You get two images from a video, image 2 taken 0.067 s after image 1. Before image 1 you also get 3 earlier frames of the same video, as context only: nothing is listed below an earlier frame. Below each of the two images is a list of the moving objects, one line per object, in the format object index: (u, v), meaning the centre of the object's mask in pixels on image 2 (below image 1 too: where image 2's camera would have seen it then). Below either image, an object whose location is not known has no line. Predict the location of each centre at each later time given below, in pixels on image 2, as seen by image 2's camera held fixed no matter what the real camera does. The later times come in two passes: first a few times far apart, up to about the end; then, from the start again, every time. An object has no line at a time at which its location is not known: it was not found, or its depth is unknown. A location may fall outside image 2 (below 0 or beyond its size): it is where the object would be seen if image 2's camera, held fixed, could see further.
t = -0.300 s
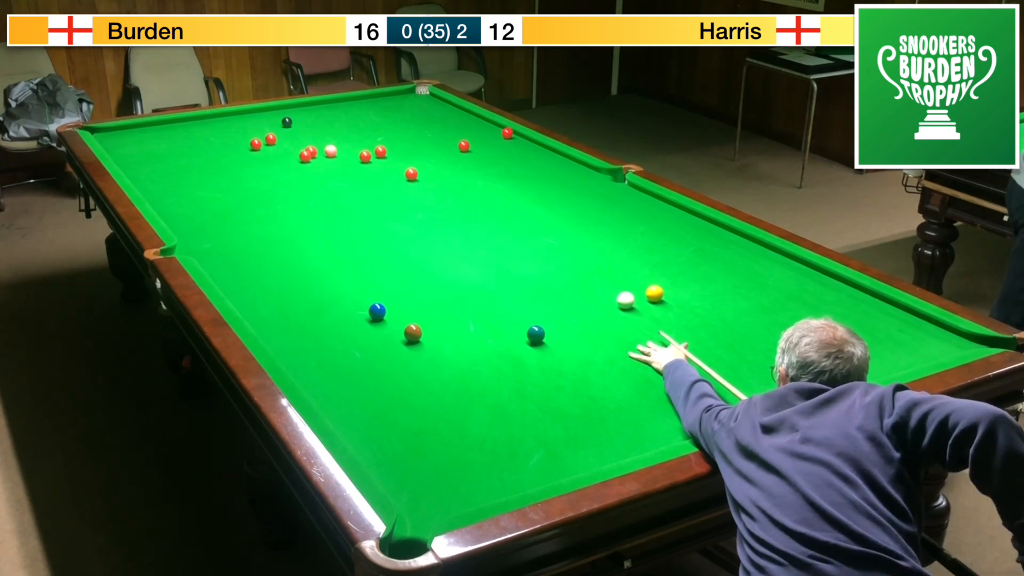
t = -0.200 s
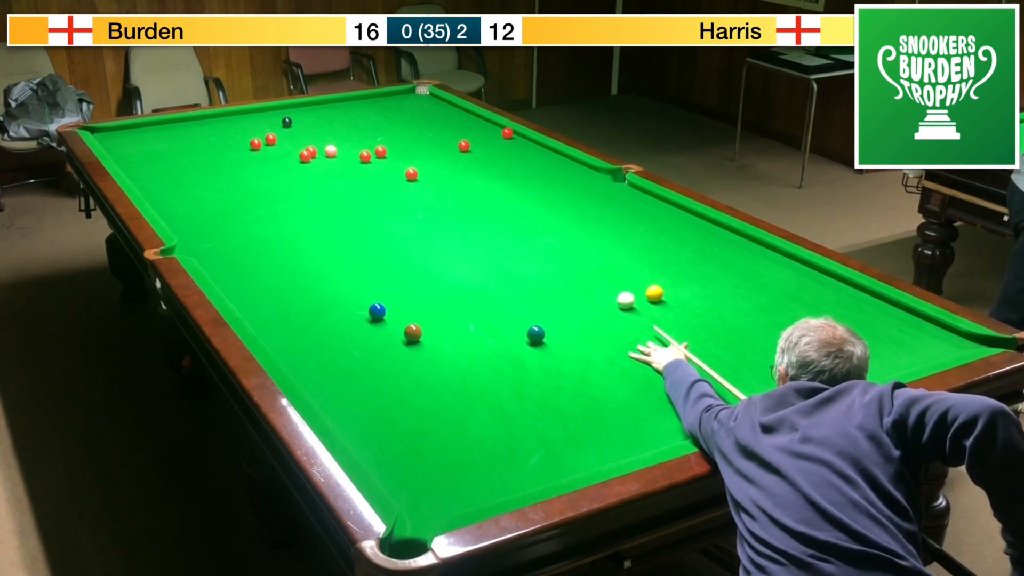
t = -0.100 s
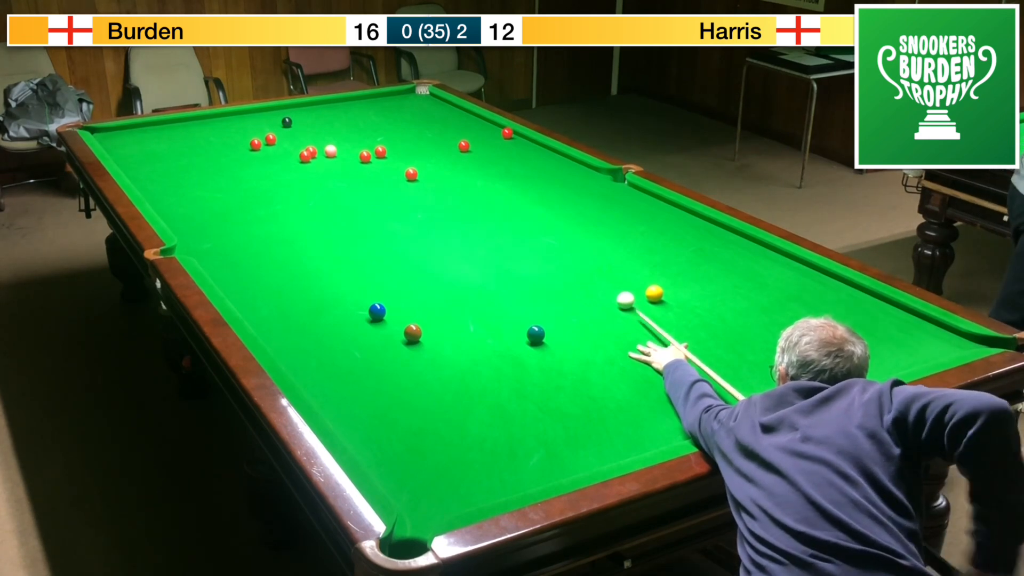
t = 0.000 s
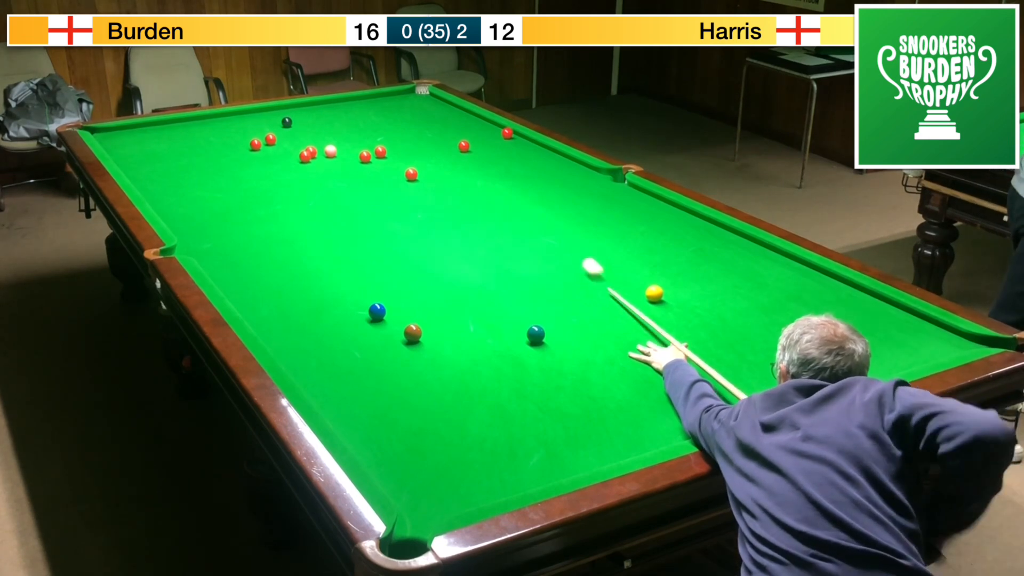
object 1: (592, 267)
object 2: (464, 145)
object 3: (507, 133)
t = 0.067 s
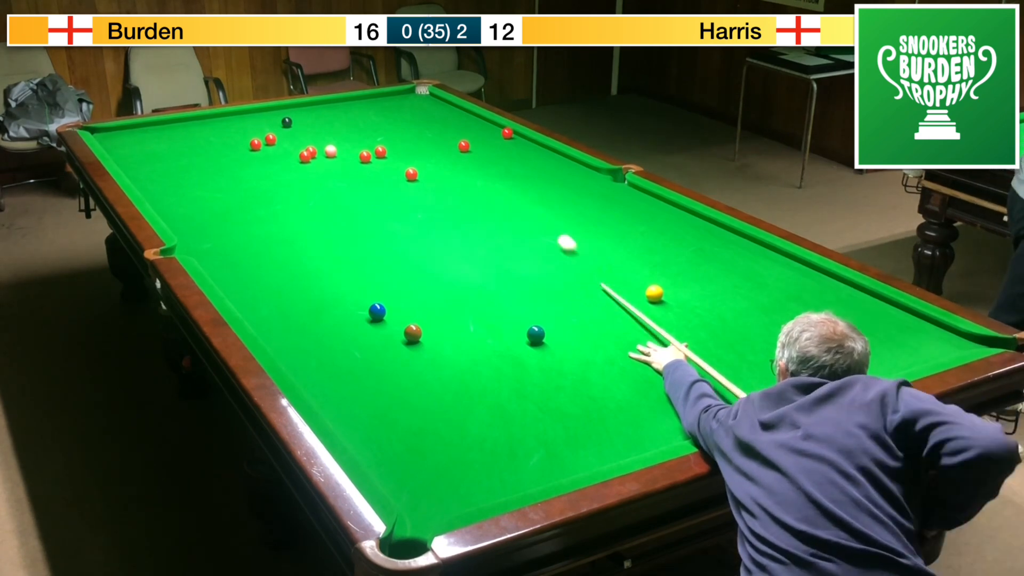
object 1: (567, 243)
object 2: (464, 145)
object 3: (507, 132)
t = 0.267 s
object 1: (510, 189)
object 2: (464, 145)
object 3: (507, 133)
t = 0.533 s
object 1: (467, 149)
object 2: (457, 139)
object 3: (507, 132)
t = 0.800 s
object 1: (461, 141)
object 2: (426, 112)
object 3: (507, 132)
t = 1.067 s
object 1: (452, 131)
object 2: (405, 93)
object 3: (507, 132)
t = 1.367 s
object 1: (443, 122)
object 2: (438, 102)
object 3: (507, 132)
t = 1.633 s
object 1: (435, 114)
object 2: (468, 112)
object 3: (507, 132)
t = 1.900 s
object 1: (428, 107)
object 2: (487, 124)
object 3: (507, 132)
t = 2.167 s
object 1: (422, 101)
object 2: (495, 134)
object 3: (519, 136)
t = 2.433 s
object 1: (415, 96)
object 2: (489, 140)
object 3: (527, 141)
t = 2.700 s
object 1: (410, 91)
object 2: (483, 145)
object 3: (535, 146)
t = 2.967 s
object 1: (420, 91)
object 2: (477, 151)
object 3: (541, 152)
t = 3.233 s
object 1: (424, 93)
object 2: (472, 156)
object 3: (548, 157)
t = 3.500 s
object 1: (424, 94)
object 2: (467, 160)
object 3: (553, 161)
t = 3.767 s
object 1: (424, 95)
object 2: (462, 164)
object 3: (558, 165)
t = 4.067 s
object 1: (422, 96)
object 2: (457, 169)
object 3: (562, 169)
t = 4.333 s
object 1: (422, 97)
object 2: (452, 172)
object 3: (565, 172)
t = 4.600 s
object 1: (422, 97)
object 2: (449, 175)
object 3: (567, 174)
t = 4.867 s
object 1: (422, 97)
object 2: (446, 177)
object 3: (568, 175)
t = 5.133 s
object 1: (422, 97)
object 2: (443, 178)
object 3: (568, 176)
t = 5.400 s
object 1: (422, 97)
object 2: (442, 179)
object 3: (569, 176)
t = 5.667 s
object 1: (422, 97)
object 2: (441, 180)
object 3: (569, 176)
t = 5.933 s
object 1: (422, 97)
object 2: (442, 178)
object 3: (569, 176)
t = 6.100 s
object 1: (422, 97)
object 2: (441, 180)
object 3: (569, 176)
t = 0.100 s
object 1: (556, 232)
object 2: (464, 145)
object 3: (507, 132)
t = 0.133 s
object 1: (545, 222)
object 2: (464, 145)
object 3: (507, 133)
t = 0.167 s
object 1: (535, 213)
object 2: (464, 145)
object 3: (507, 133)
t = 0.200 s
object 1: (526, 204)
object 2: (464, 145)
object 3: (507, 133)
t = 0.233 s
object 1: (517, 196)
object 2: (464, 145)
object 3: (507, 133)
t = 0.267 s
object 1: (510, 189)
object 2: (464, 145)
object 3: (507, 133)
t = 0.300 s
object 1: (502, 182)
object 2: (464, 145)
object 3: (507, 133)
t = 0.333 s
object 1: (495, 175)
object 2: (464, 145)
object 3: (507, 133)
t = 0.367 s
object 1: (488, 168)
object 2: (464, 145)
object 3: (507, 132)
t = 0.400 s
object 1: (482, 163)
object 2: (464, 145)
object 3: (507, 132)
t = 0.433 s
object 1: (476, 157)
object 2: (464, 145)
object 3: (507, 132)
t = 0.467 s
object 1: (471, 152)
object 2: (463, 144)
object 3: (507, 132)
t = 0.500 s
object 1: (467, 149)
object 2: (461, 142)
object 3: (507, 132)
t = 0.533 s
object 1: (467, 149)
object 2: (457, 139)
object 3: (507, 132)
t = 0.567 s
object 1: (467, 148)
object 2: (452, 135)
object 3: (507, 132)
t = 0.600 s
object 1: (467, 148)
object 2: (448, 131)
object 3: (507, 132)
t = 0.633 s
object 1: (466, 147)
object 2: (444, 127)
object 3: (507, 132)
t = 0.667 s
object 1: (466, 146)
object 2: (440, 124)
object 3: (507, 132)
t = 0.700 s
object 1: (465, 145)
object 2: (436, 120)
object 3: (507, 132)
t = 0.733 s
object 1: (464, 144)
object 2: (432, 117)
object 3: (507, 132)
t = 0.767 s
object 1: (462, 143)
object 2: (429, 114)
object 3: (507, 132)
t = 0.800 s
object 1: (461, 141)
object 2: (426, 112)
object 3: (507, 132)
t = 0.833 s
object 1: (460, 140)
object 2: (423, 109)
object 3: (507, 133)
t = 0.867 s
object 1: (459, 139)
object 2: (420, 107)
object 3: (507, 132)
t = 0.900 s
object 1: (458, 137)
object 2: (418, 104)
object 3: (507, 132)
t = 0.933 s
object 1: (457, 136)
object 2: (415, 102)
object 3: (507, 132)
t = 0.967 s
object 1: (456, 135)
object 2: (412, 100)
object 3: (507, 133)
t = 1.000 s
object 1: (454, 134)
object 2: (410, 97)
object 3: (507, 132)
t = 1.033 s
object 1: (453, 133)
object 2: (407, 95)
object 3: (507, 133)
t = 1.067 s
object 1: (452, 131)
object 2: (405, 93)
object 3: (507, 132)
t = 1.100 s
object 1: (451, 130)
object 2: (404, 91)
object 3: (507, 132)
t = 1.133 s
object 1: (450, 129)
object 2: (408, 93)
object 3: (507, 132)
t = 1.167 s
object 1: (449, 128)
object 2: (413, 94)
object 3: (507, 132)
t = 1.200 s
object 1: (448, 127)
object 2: (417, 95)
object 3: (507, 132)
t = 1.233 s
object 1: (447, 126)
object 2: (421, 97)
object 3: (507, 132)
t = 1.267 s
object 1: (446, 125)
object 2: (425, 98)
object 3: (507, 132)
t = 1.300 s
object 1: (445, 124)
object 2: (429, 99)
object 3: (507, 132)
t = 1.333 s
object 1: (444, 123)
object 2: (433, 101)
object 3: (507, 132)
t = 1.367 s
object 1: (443, 122)
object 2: (438, 102)
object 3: (507, 132)
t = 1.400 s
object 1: (442, 121)
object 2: (442, 103)
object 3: (507, 132)
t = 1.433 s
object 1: (441, 120)
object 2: (446, 104)
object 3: (507, 132)
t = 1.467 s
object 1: (440, 119)
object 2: (450, 106)
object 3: (507, 132)
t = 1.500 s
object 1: (439, 118)
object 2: (454, 107)
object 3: (507, 132)
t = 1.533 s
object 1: (438, 117)
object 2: (459, 108)
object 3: (507, 132)
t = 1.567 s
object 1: (437, 116)
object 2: (463, 110)
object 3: (507, 133)
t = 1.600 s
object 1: (436, 115)
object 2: (466, 111)
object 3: (507, 132)
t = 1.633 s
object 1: (435, 114)
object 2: (468, 112)
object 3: (507, 132)
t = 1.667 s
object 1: (434, 113)
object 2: (470, 114)
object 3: (507, 132)
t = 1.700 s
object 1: (434, 112)
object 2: (472, 115)
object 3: (507, 132)
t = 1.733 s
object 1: (433, 112)
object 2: (475, 116)
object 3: (507, 132)
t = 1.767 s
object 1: (432, 110)
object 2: (477, 118)
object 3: (507, 132)
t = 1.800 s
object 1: (431, 110)
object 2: (480, 119)
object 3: (507, 132)
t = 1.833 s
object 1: (430, 109)
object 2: (482, 121)
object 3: (507, 132)
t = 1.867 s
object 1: (429, 108)
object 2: (485, 122)
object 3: (507, 132)
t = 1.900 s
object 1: (428, 107)
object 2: (487, 124)
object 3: (507, 132)
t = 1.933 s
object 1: (428, 106)
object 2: (489, 125)
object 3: (507, 133)
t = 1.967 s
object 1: (427, 106)
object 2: (492, 127)
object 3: (507, 132)
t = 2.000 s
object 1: (426, 105)
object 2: (494, 128)
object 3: (507, 132)
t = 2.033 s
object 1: (425, 104)
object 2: (497, 130)
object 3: (507, 133)
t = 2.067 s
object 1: (424, 103)
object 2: (498, 131)
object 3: (509, 133)
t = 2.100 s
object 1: (423, 103)
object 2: (497, 132)
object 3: (513, 134)
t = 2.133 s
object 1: (423, 102)
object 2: (496, 133)
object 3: (516, 134)
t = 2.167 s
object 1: (422, 101)
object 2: (495, 134)
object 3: (519, 136)
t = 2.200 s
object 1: (421, 100)
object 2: (494, 134)
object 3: (521, 136)
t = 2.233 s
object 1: (420, 100)
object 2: (493, 135)
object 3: (522, 137)
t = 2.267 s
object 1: (419, 99)
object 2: (492, 136)
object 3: (523, 137)
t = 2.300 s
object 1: (419, 98)
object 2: (492, 136)
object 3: (524, 138)
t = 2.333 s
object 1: (418, 98)
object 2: (491, 137)
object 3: (524, 139)
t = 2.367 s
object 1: (417, 97)
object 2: (490, 138)
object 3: (526, 139)
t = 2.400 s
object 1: (416, 96)
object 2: (489, 139)
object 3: (526, 140)
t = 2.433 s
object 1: (415, 96)
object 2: (489, 140)
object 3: (527, 141)
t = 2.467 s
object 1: (415, 95)
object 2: (488, 140)
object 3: (528, 141)
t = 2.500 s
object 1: (414, 94)
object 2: (487, 141)
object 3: (529, 142)
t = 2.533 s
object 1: (414, 94)
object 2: (487, 142)
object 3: (530, 143)
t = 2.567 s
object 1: (413, 93)
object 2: (486, 142)
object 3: (531, 143)
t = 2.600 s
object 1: (412, 92)
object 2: (485, 143)
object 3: (532, 144)
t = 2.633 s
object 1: (411, 92)
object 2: (484, 144)
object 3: (533, 145)
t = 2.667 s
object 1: (411, 91)
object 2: (484, 144)
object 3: (534, 146)
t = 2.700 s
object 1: (410, 91)
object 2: (483, 145)
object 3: (535, 146)
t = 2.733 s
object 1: (410, 90)
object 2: (482, 146)
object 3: (535, 147)
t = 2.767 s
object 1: (411, 90)
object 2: (482, 146)
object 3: (536, 148)
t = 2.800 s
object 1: (413, 91)
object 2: (481, 147)
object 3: (537, 149)
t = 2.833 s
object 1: (414, 91)
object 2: (480, 148)
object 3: (538, 149)
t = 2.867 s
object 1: (416, 91)
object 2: (479, 149)
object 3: (539, 150)
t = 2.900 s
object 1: (417, 91)
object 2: (479, 149)
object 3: (540, 150)
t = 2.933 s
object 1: (418, 91)
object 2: (478, 150)
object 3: (540, 151)
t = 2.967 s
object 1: (420, 91)
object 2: (477, 151)
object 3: (541, 152)
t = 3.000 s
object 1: (421, 91)
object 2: (477, 151)
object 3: (542, 152)
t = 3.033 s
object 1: (422, 92)
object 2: (476, 152)
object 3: (543, 153)
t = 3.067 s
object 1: (424, 92)
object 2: (475, 153)
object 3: (544, 154)
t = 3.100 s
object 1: (425, 92)
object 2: (475, 153)
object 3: (545, 154)
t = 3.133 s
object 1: (425, 92)
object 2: (474, 154)
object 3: (545, 155)
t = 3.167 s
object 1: (425, 92)
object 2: (473, 155)
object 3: (546, 155)
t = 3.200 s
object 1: (425, 92)
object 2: (473, 155)
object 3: (547, 156)
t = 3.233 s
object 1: (424, 93)
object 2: (472, 156)
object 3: (548, 157)
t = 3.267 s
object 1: (424, 93)
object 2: (471, 156)
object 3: (548, 157)
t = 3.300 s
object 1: (424, 93)
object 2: (471, 157)
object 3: (549, 158)
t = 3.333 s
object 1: (424, 93)
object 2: (470, 158)
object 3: (550, 158)
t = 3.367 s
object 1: (424, 93)
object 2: (469, 158)
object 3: (551, 159)
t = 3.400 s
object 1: (424, 94)
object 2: (469, 159)
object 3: (551, 160)
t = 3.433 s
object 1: (424, 94)
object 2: (468, 159)
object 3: (552, 160)
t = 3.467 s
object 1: (424, 94)
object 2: (467, 160)
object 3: (552, 161)
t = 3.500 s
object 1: (424, 94)
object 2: (467, 160)
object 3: (553, 161)
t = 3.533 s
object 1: (424, 94)
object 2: (466, 161)
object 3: (554, 162)
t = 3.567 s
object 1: (424, 94)
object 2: (466, 161)
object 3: (554, 162)
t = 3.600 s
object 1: (424, 94)
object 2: (465, 162)
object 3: (555, 163)
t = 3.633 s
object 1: (424, 95)
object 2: (464, 162)
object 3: (556, 163)
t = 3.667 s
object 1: (424, 95)
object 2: (464, 163)
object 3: (556, 164)
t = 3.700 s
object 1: (424, 95)
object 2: (463, 163)
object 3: (557, 164)
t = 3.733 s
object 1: (424, 95)
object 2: (463, 163)
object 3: (557, 165)
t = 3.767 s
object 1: (424, 95)
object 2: (462, 164)
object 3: (558, 165)
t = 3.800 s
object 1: (423, 95)
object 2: (461, 165)
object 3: (558, 166)
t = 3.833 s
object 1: (423, 96)
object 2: (461, 165)
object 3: (559, 166)
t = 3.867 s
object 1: (423, 96)
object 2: (460, 165)
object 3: (560, 167)
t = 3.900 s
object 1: (423, 96)
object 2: (460, 166)
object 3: (560, 167)
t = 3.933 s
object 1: (423, 96)
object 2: (459, 167)
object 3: (561, 167)
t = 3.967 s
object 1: (423, 96)
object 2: (459, 167)
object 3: (561, 168)
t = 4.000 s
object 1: (423, 96)
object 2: (458, 168)
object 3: (561, 168)
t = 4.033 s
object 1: (423, 96)
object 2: (457, 168)
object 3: (562, 169)
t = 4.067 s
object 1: (422, 96)
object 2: (457, 169)
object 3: (562, 169)
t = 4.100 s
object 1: (422, 96)
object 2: (456, 169)
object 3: (563, 169)
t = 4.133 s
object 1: (422, 97)
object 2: (456, 170)
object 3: (563, 170)
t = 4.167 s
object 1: (422, 97)
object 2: (455, 170)
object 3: (563, 170)
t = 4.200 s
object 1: (422, 97)
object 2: (455, 170)
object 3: (564, 170)
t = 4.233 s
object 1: (422, 97)
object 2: (454, 171)
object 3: (564, 171)
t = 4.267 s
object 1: (422, 97)
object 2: (454, 171)
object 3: (564, 171)
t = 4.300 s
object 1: (422, 97)
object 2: (453, 172)
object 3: (565, 171)
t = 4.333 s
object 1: (422, 97)
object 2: (452, 172)
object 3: (565, 172)
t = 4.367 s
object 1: (422, 97)
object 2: (452, 172)
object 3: (565, 172)
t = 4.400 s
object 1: (422, 97)
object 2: (452, 173)
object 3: (565, 173)
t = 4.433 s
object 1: (422, 97)
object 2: (451, 173)
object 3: (566, 172)
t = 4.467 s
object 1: (422, 97)
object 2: (451, 173)
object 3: (566, 173)
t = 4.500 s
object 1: (422, 97)
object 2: (450, 174)
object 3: (566, 173)
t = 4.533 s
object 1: (422, 97)
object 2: (450, 174)
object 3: (566, 173)
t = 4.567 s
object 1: (422, 97)
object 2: (450, 174)
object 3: (566, 174)
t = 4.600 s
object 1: (422, 97)
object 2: (449, 175)
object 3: (567, 174)
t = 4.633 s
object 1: (422, 97)
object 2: (449, 175)
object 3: (567, 174)
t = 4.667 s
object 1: (422, 97)
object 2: (448, 175)
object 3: (567, 174)
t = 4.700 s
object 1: (422, 97)
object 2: (448, 175)
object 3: (567, 175)
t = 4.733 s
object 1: (422, 97)
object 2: (447, 176)
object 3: (567, 175)
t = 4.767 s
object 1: (422, 97)
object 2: (447, 176)
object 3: (567, 175)
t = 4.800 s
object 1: (422, 97)
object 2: (447, 176)
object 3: (567, 175)
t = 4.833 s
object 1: (422, 97)
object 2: (446, 176)
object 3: (568, 175)
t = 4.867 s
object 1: (422, 97)
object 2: (446, 177)
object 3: (568, 175)
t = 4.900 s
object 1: (422, 97)
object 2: (446, 177)
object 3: (568, 176)
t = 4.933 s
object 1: (422, 97)
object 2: (445, 177)
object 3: (568, 176)
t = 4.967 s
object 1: (422, 97)
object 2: (445, 178)
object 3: (568, 176)
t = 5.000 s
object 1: (422, 97)
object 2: (445, 178)
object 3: (568, 176)
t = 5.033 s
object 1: (422, 97)
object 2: (444, 178)
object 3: (568, 176)
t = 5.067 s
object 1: (422, 97)
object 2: (444, 178)
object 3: (568, 176)
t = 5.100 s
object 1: (422, 97)
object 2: (444, 178)
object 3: (568, 176)
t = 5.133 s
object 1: (422, 97)
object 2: (443, 178)
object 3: (568, 176)
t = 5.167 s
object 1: (422, 97)
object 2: (443, 178)
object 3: (568, 176)
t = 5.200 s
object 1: (422, 97)
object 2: (443, 179)
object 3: (568, 176)
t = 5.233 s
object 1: (422, 97)
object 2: (443, 179)
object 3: (568, 176)
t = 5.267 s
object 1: (422, 97)
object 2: (442, 179)
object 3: (568, 176)
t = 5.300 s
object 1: (422, 97)
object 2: (442, 179)
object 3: (568, 176)
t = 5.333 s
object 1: (422, 97)
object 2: (442, 179)
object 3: (569, 176)
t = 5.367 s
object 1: (422, 97)
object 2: (442, 179)
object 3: (569, 176)
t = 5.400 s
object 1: (422, 97)
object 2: (442, 179)
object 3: (569, 176)
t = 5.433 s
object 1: (422, 97)
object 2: (442, 180)
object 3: (569, 176)
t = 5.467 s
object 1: (422, 97)
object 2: (442, 180)
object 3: (569, 176)
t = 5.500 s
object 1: (422, 97)
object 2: (442, 180)
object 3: (569, 176)
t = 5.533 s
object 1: (422, 97)
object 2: (441, 180)
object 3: (569, 176)
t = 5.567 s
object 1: (422, 97)
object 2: (441, 180)
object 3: (569, 176)
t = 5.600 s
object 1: (422, 97)
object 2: (441, 180)
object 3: (569, 176)
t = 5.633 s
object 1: (422, 97)
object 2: (441, 180)
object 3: (569, 176)
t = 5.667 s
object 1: (422, 97)
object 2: (441, 180)
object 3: (569, 176)
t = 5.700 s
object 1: (422, 97)
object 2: (441, 180)
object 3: (569, 176)
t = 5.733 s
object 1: (422, 97)
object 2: (441, 180)
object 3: (569, 176)
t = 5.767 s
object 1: (422, 97)
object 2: (441, 180)
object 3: (569, 176)
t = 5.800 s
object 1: (422, 97)
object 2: (441, 180)
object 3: (568, 176)
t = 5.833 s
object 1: (422, 97)
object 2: (441, 179)
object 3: (569, 177)
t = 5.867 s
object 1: (422, 97)
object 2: (441, 176)
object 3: (569, 176)
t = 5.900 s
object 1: (422, 97)
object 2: (442, 177)
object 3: (569, 176)
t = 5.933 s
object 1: (422, 97)
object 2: (442, 178)
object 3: (569, 176)
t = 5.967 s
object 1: (422, 97)
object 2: (441, 179)
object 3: (569, 176)
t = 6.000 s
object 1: (422, 97)
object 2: (441, 180)
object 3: (569, 176)
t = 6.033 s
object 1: (422, 97)
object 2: (441, 180)
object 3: (569, 176)
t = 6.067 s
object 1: (422, 97)
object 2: (441, 180)
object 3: (569, 176)
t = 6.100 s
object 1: (422, 97)
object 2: (441, 180)
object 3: (569, 176)
